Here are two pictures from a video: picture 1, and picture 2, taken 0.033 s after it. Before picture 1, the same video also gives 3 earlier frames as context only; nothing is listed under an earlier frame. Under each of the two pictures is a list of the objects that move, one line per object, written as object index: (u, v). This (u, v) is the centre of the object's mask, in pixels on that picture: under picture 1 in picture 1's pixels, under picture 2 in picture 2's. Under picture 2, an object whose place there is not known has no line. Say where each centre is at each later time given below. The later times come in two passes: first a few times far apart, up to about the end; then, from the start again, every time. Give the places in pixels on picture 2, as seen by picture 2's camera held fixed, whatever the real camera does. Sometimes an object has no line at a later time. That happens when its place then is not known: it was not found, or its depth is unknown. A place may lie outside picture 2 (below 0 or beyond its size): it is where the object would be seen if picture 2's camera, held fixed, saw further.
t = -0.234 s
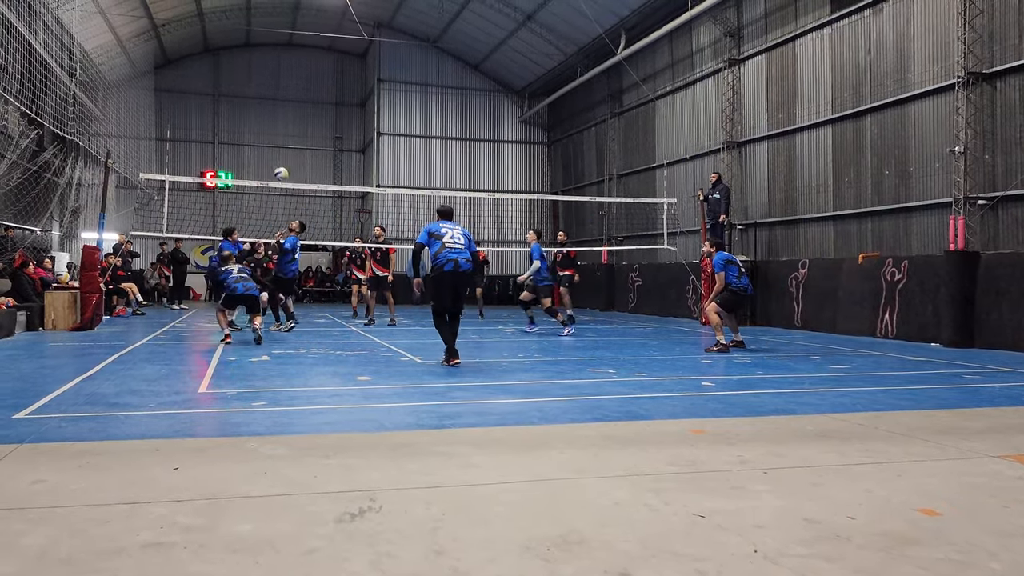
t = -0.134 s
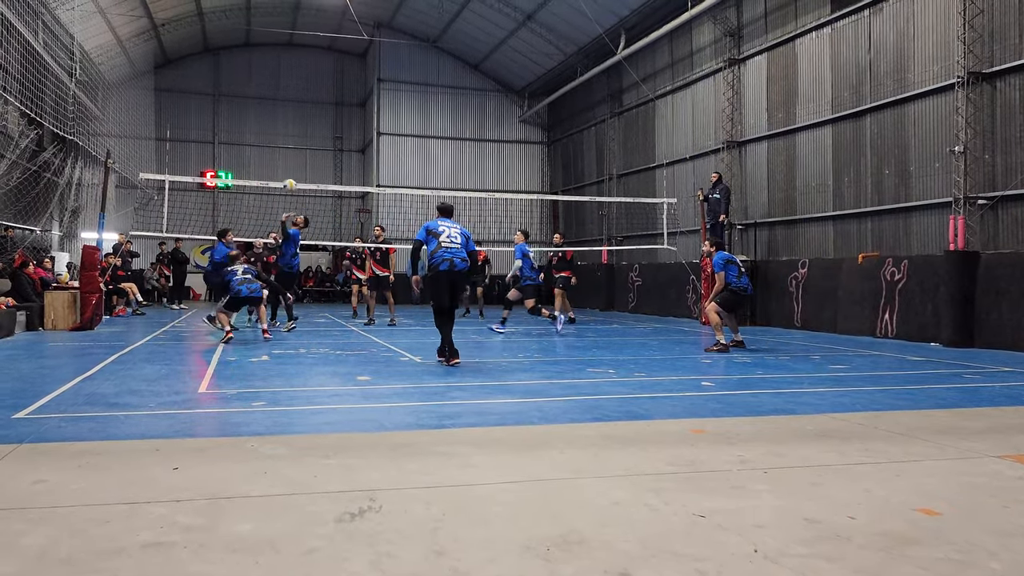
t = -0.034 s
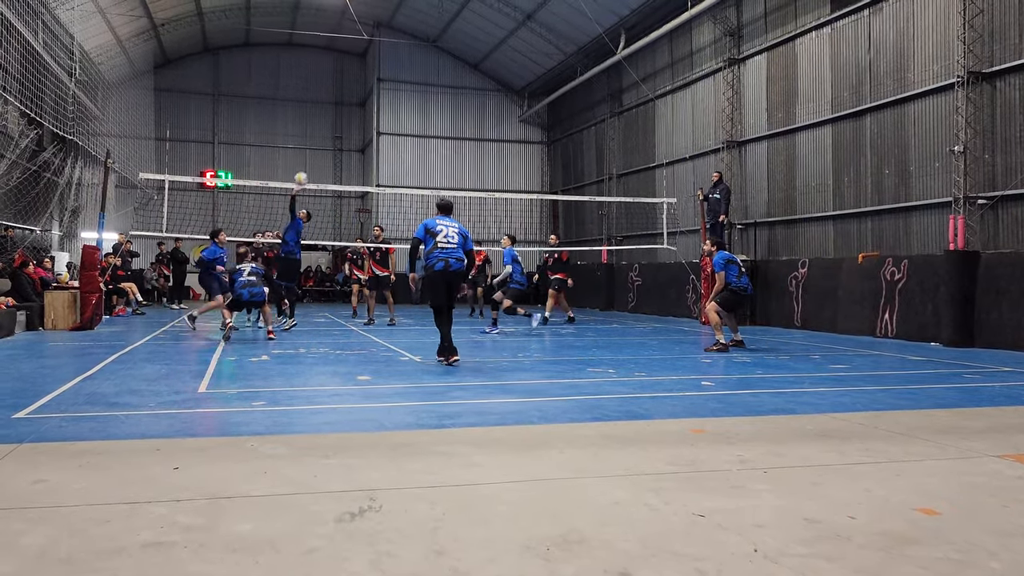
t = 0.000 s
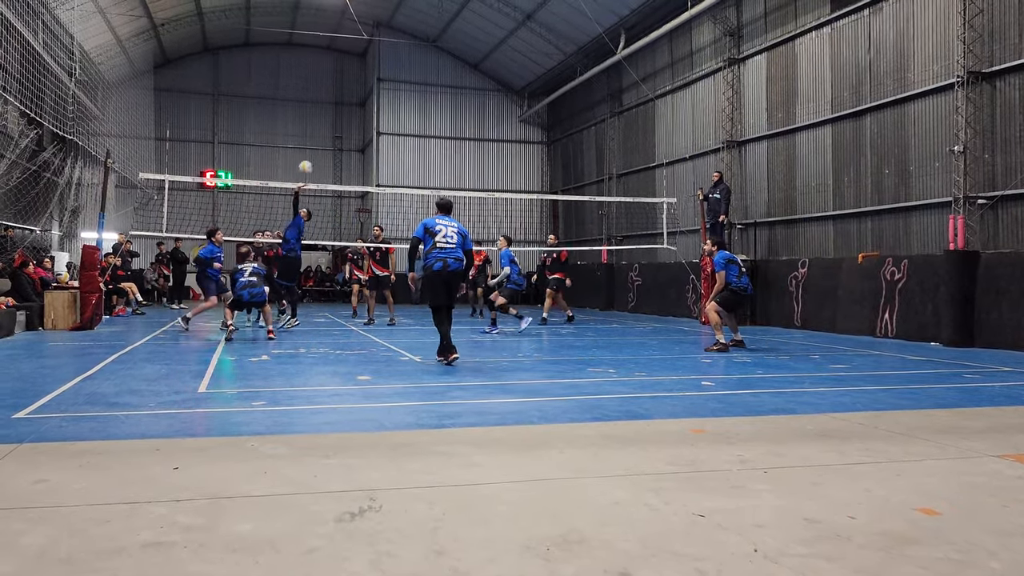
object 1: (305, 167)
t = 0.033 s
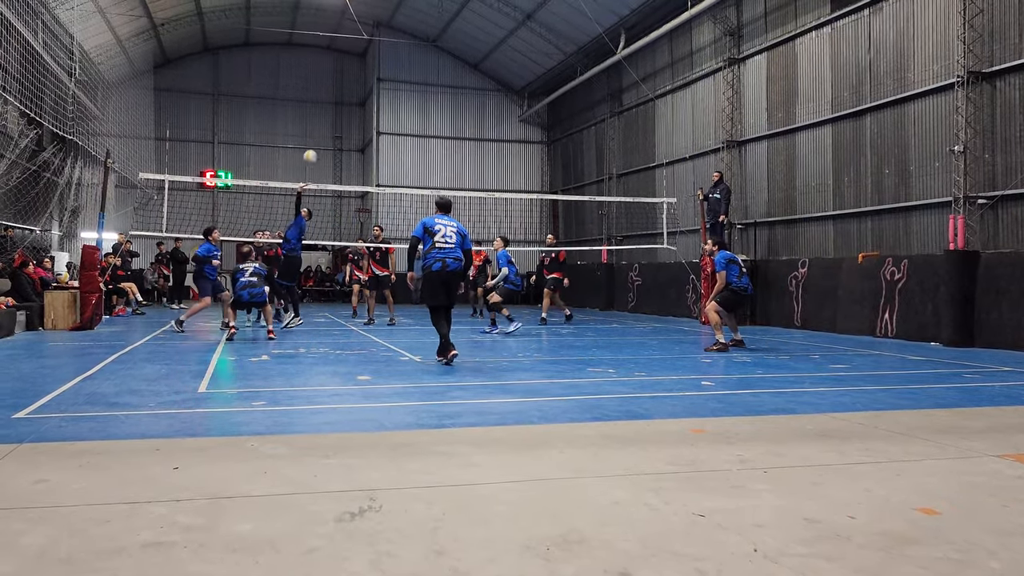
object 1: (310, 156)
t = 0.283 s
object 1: (344, 100)
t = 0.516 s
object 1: (375, 82)
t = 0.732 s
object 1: (403, 96)
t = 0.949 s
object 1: (432, 142)
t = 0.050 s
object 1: (312, 151)
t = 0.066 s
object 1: (314, 146)
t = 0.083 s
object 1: (316, 142)
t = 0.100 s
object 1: (319, 137)
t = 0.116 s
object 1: (321, 133)
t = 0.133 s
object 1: (323, 129)
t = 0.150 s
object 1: (326, 125)
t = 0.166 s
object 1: (328, 121)
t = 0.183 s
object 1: (330, 117)
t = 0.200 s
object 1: (332, 114)
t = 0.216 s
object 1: (335, 111)
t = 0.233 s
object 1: (337, 108)
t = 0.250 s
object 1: (339, 105)
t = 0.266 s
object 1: (341, 103)
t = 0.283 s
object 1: (344, 100)
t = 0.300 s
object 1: (345, 98)
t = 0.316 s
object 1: (348, 95)
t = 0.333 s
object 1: (350, 93)
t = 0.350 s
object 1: (352, 91)
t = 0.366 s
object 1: (355, 89)
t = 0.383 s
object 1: (358, 87)
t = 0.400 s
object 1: (359, 86)
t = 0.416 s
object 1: (362, 85)
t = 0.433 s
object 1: (364, 84)
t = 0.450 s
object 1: (366, 83)
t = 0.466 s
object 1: (368, 83)
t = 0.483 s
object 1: (370, 82)
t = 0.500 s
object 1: (372, 82)
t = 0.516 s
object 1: (375, 82)
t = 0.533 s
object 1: (377, 82)
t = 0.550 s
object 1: (379, 82)
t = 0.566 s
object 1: (381, 82)
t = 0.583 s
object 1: (383, 82)
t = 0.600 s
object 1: (385, 83)
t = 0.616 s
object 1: (388, 84)
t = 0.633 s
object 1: (390, 85)
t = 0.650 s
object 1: (392, 86)
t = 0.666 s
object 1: (394, 88)
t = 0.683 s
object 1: (397, 90)
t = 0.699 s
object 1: (399, 92)
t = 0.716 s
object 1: (401, 94)
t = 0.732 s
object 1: (403, 96)
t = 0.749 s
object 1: (406, 98)
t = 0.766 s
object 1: (408, 102)
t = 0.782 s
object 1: (411, 104)
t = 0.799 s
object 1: (413, 107)
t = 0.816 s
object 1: (415, 111)
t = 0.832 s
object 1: (417, 114)
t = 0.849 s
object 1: (419, 117)
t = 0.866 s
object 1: (422, 121)
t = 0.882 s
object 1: (424, 125)
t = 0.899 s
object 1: (426, 129)
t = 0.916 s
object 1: (428, 133)
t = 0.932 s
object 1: (430, 138)
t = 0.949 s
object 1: (432, 142)
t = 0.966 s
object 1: (435, 147)
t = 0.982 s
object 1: (437, 153)
